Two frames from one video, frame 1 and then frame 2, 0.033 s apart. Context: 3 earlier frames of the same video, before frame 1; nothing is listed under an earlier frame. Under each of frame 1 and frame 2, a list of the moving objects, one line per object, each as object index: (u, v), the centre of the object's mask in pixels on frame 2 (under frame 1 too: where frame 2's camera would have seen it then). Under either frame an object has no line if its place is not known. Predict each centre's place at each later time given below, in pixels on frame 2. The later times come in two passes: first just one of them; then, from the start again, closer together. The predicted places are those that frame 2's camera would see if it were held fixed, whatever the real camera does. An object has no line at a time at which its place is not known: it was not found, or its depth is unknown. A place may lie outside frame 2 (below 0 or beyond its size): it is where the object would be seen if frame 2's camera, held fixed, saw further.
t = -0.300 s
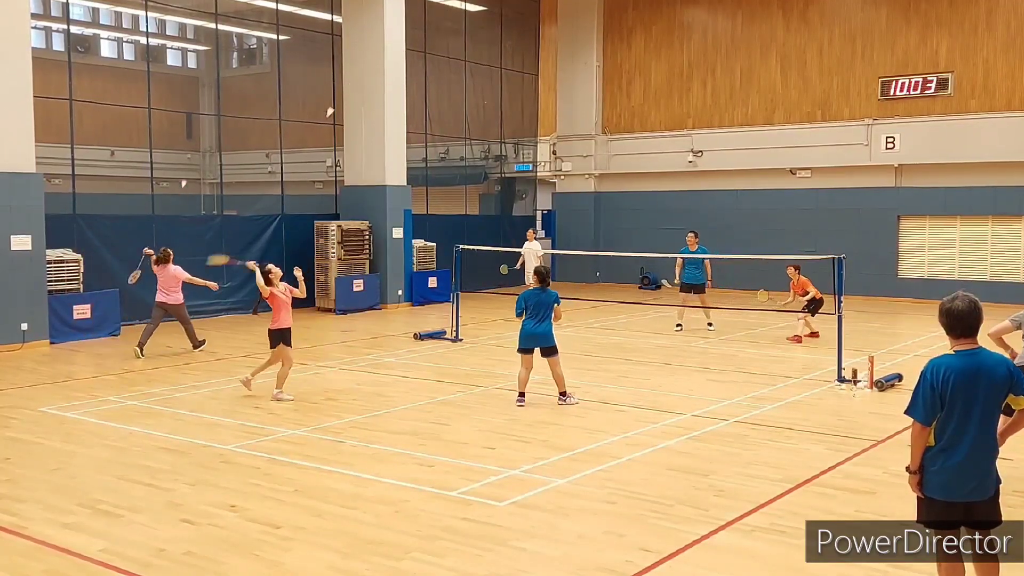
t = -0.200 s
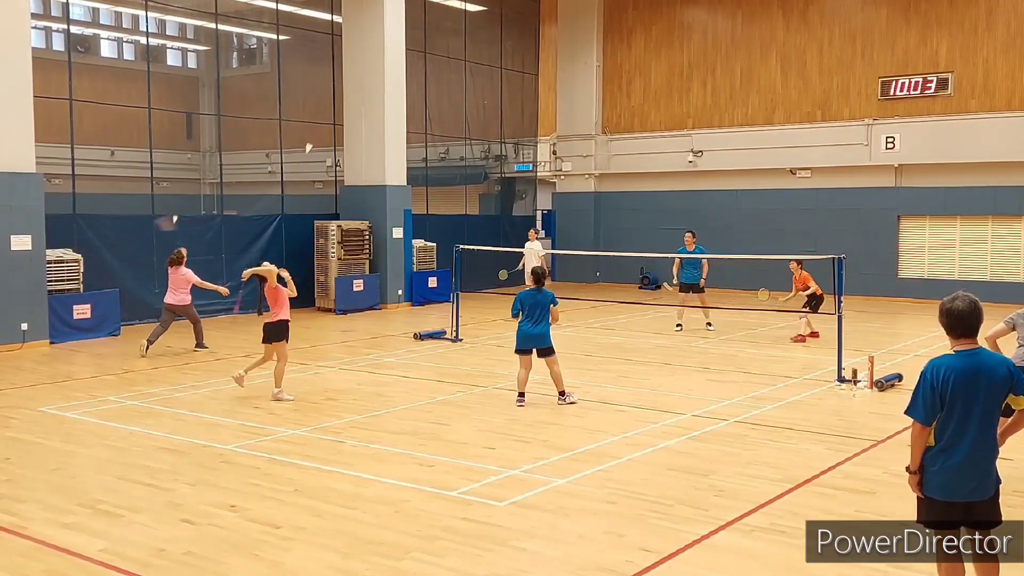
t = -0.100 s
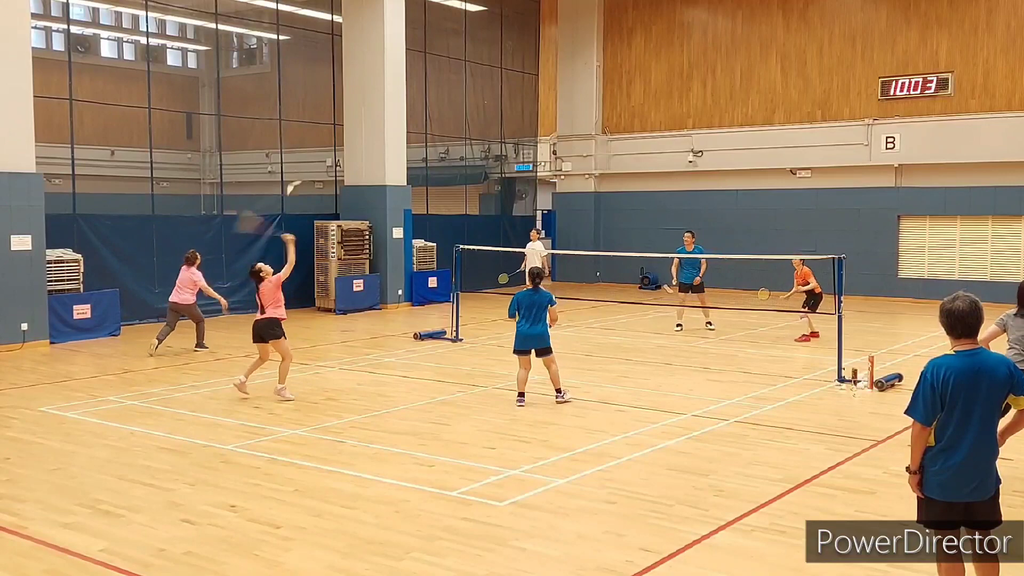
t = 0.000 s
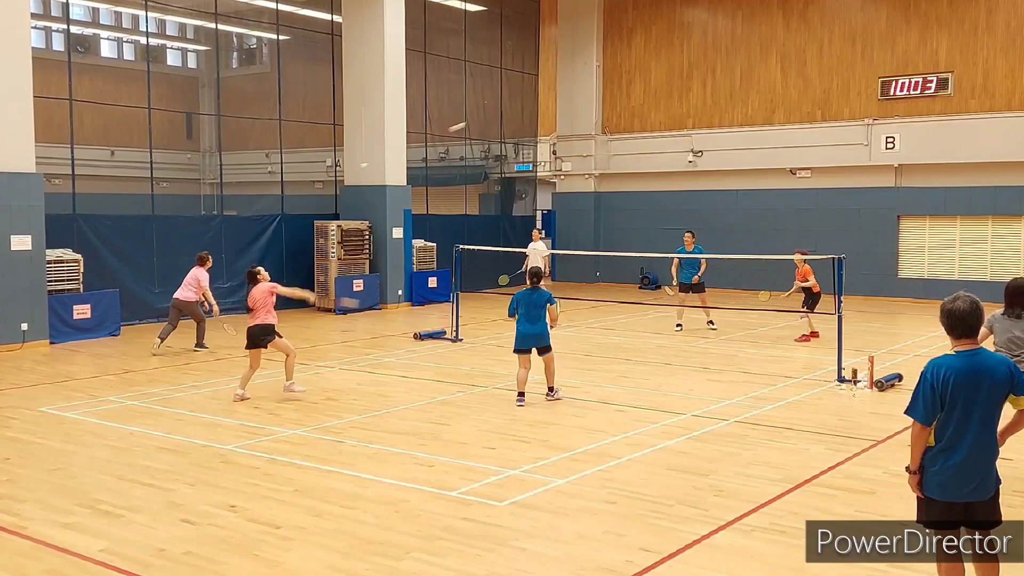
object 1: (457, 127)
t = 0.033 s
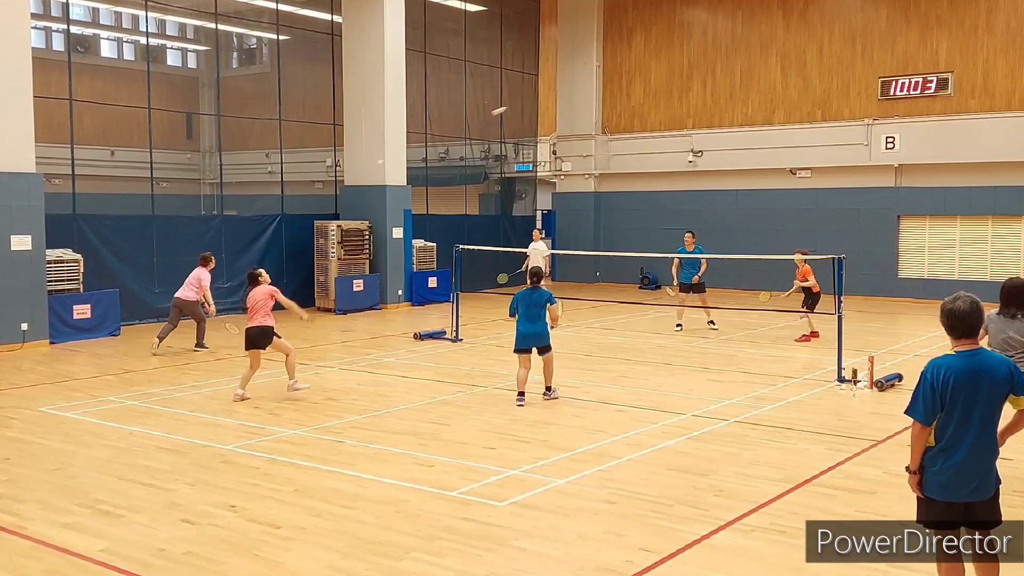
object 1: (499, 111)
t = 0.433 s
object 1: (714, 66)
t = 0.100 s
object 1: (562, 88)
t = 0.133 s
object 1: (586, 81)
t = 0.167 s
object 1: (607, 75)
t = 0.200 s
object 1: (626, 70)
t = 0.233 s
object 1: (643, 67)
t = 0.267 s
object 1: (657, 65)
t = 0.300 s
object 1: (671, 64)
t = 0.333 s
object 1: (683, 63)
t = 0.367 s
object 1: (694, 64)
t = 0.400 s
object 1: (704, 65)
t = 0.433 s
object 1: (714, 66)
